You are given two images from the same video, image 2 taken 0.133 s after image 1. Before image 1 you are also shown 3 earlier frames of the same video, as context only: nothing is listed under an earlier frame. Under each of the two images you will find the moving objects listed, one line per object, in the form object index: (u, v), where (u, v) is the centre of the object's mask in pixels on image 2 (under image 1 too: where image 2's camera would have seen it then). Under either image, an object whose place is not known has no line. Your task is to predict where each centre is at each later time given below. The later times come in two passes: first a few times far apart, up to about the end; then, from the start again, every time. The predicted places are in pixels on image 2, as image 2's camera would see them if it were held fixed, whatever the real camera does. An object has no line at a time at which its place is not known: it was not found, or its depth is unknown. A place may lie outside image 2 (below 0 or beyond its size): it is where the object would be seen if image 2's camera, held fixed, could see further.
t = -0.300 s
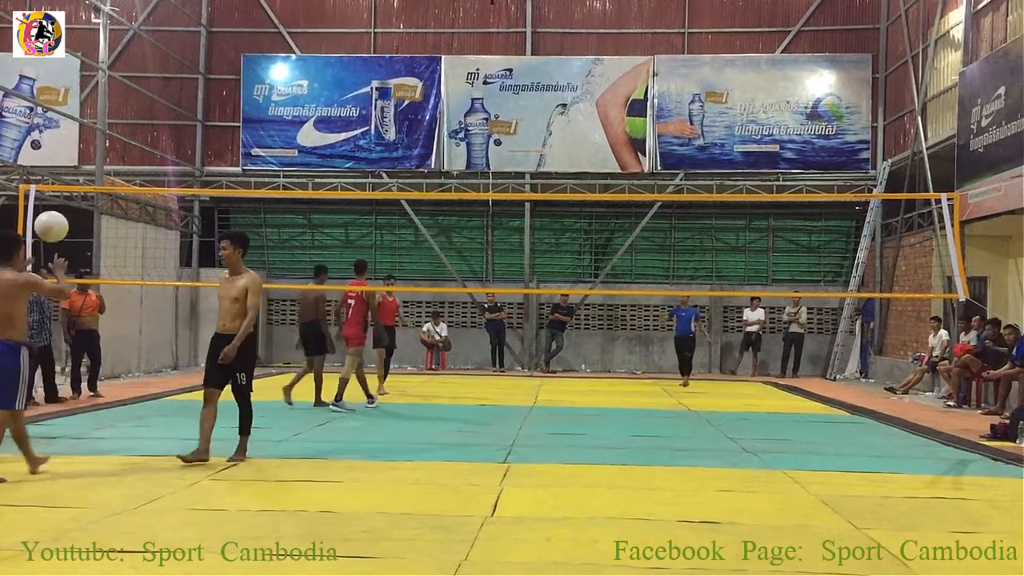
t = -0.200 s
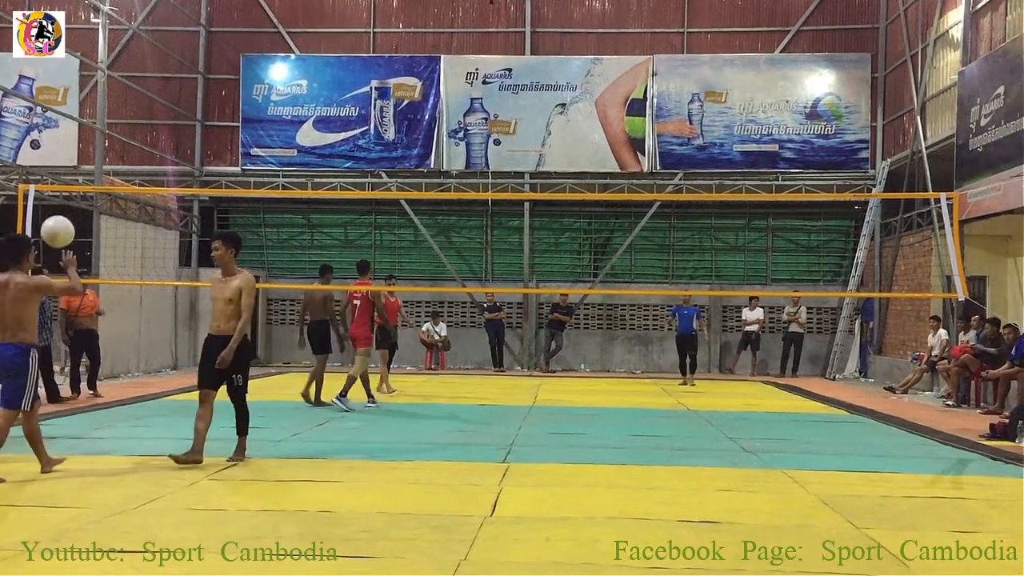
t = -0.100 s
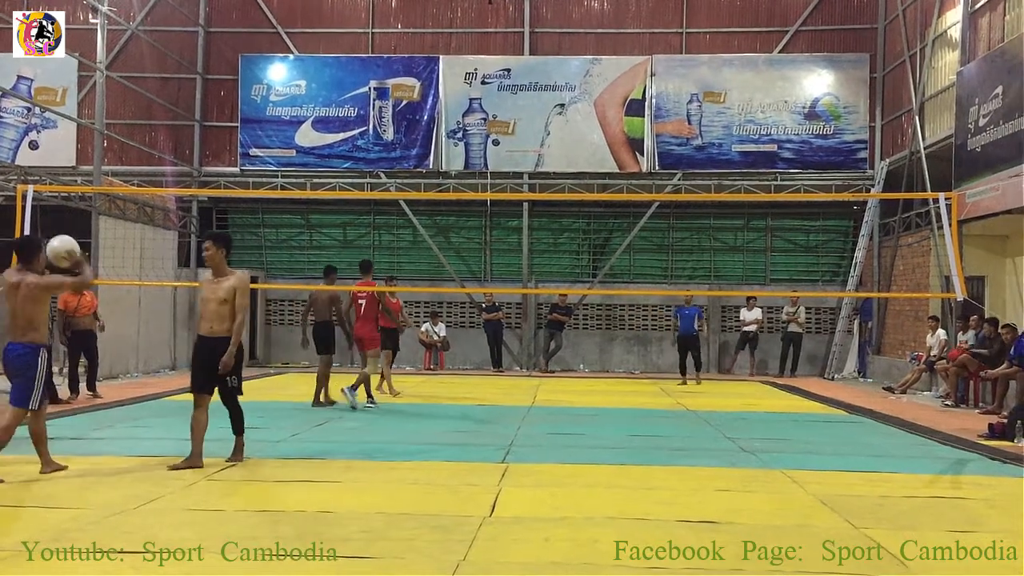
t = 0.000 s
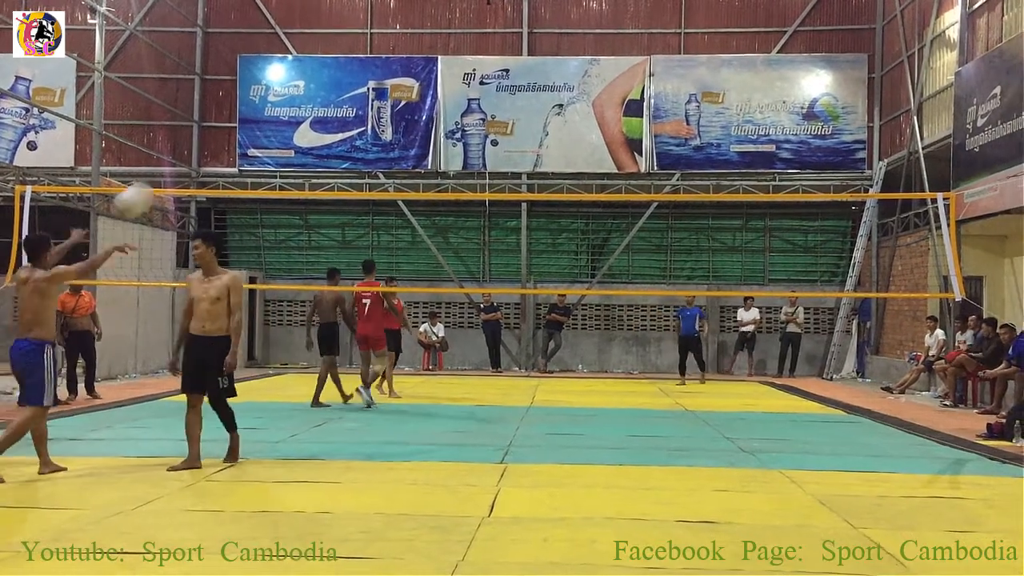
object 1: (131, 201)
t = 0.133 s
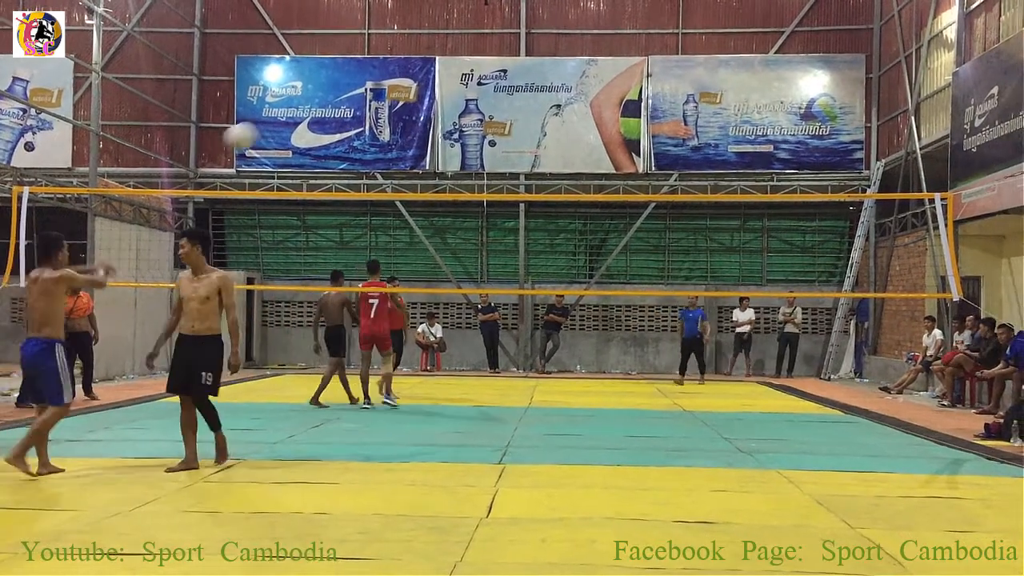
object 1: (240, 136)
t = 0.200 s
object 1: (285, 117)
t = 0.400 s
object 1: (395, 101)
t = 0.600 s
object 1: (474, 125)
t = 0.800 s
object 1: (533, 175)
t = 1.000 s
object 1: (578, 244)
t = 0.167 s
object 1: (263, 126)
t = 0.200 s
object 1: (285, 117)
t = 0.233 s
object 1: (306, 110)
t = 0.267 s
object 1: (325, 106)
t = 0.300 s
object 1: (344, 102)
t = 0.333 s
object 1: (361, 100)
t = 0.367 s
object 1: (378, 99)
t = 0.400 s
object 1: (395, 101)
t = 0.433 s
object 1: (409, 102)
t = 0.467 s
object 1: (424, 104)
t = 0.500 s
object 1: (436, 108)
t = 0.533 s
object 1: (449, 112)
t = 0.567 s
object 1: (462, 118)
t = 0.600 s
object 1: (474, 125)
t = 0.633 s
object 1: (484, 130)
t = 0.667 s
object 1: (494, 139)
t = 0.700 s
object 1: (505, 146)
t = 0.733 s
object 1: (514, 155)
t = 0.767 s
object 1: (523, 163)
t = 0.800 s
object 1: (533, 175)
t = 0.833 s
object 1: (540, 185)
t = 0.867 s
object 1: (549, 196)
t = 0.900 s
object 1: (557, 209)
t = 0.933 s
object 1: (564, 219)
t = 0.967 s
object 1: (571, 232)
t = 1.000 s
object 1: (578, 244)
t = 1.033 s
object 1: (584, 257)
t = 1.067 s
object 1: (590, 270)
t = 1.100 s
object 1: (596, 283)
